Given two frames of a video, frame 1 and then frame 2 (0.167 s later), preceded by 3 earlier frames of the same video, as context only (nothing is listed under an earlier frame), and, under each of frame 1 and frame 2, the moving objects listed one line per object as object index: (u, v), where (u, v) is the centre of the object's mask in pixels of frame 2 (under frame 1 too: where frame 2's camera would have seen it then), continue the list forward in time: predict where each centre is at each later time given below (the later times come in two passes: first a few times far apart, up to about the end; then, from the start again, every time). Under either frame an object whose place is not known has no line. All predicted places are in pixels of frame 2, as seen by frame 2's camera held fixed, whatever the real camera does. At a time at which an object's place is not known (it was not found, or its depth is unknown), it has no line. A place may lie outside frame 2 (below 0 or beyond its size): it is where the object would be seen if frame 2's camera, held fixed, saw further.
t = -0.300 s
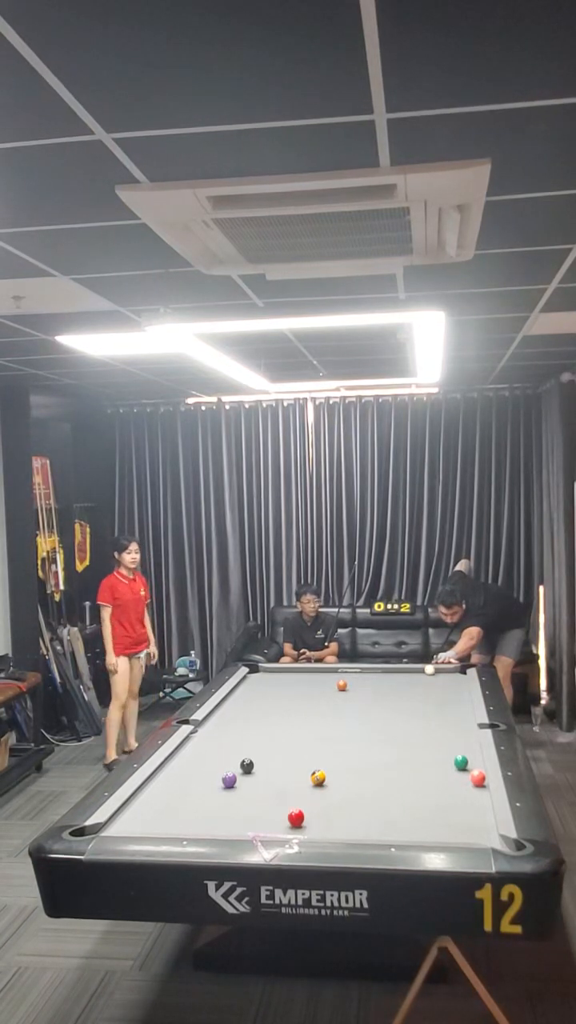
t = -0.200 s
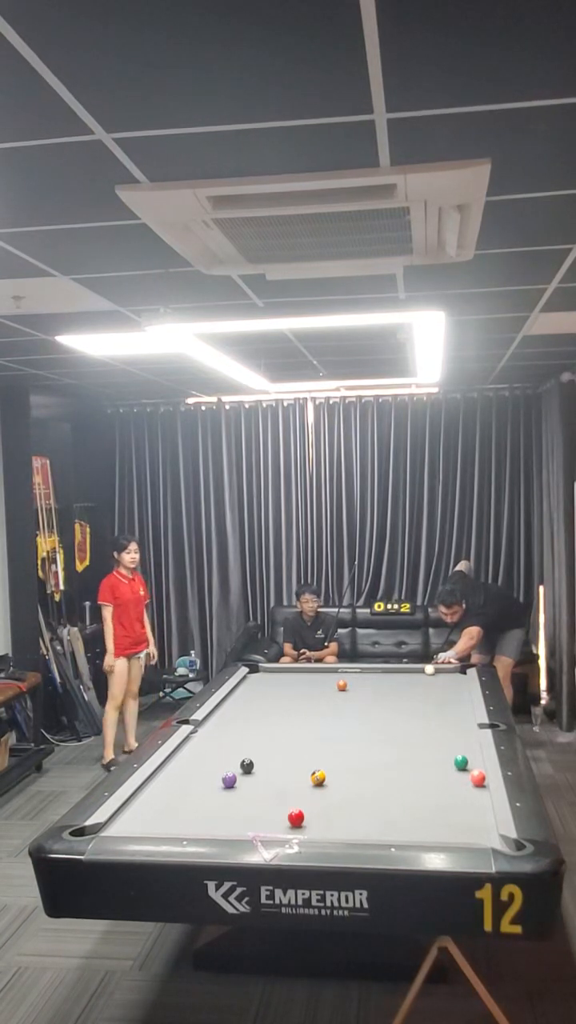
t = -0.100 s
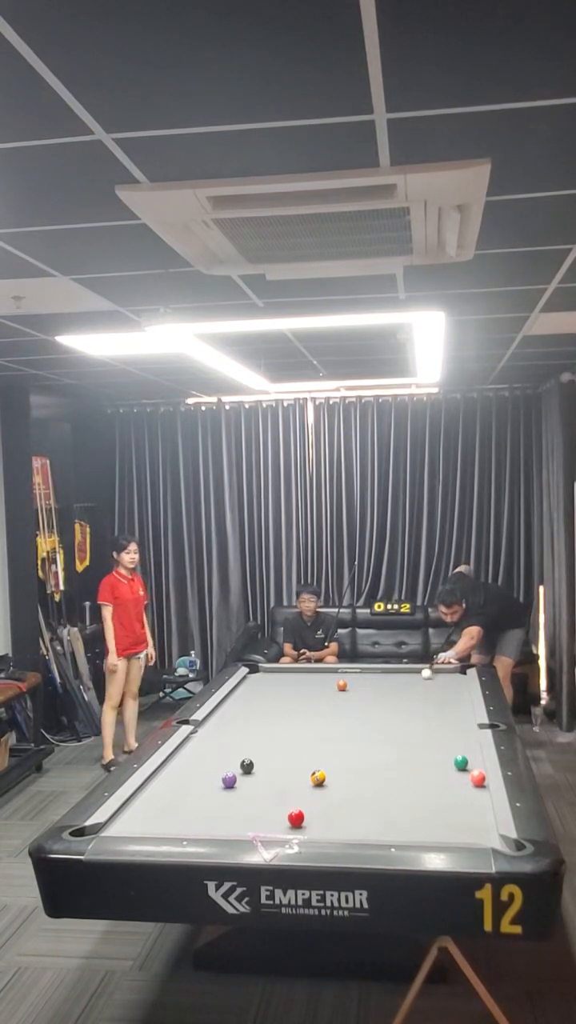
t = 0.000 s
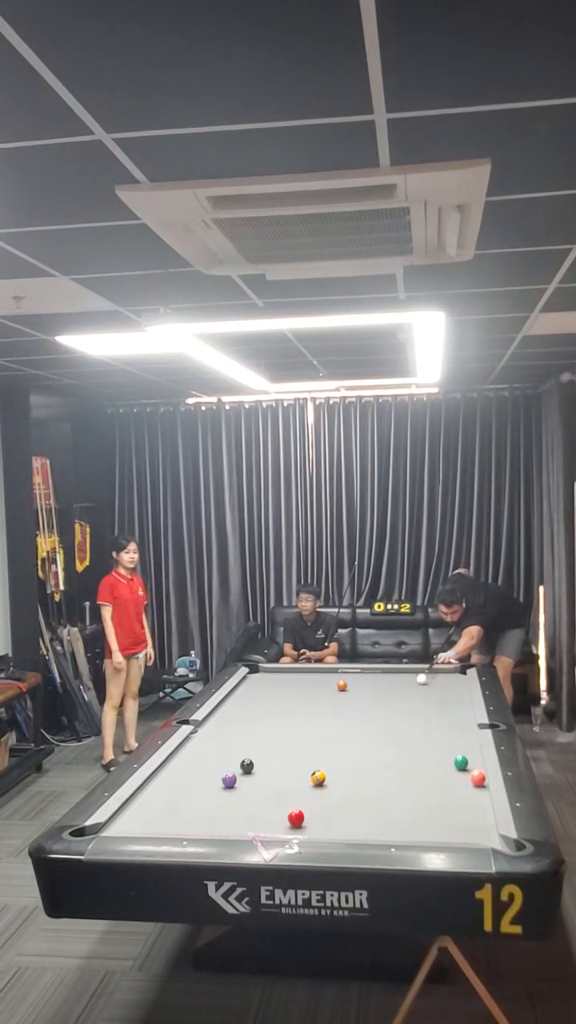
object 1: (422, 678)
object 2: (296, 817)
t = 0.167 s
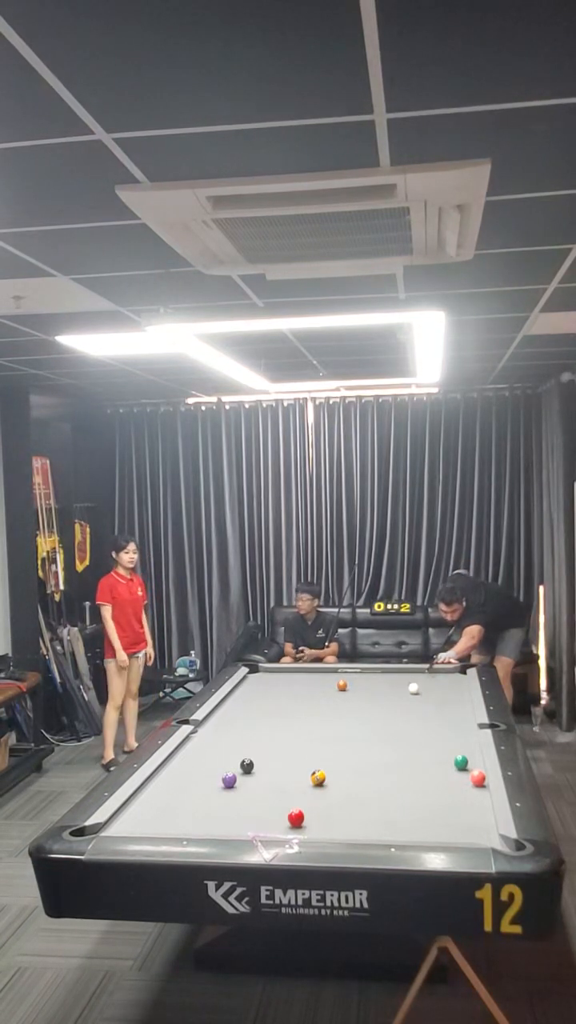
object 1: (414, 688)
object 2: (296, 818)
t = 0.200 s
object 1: (412, 690)
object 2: (296, 818)
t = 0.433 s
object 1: (399, 705)
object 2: (296, 817)
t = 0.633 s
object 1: (387, 719)
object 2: (296, 817)
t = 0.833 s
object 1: (373, 735)
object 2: (296, 818)
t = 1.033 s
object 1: (358, 753)
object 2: (296, 818)
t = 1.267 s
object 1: (339, 777)
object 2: (296, 818)
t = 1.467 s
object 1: (319, 801)
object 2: (296, 818)
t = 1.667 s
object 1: (319, 820)
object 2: (273, 825)
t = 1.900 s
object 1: (335, 833)
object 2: (242, 829)
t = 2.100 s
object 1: (348, 829)
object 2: (231, 825)
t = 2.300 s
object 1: (360, 824)
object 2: (222, 819)
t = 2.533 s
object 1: (374, 816)
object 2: (211, 814)
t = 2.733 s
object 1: (384, 810)
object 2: (203, 808)
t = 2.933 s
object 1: (393, 805)
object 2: (195, 804)
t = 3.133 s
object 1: (402, 800)
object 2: (188, 800)
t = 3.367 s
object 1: (411, 795)
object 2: (181, 795)
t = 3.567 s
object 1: (418, 791)
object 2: (175, 792)
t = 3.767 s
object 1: (425, 787)
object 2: (170, 789)
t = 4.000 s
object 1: (432, 783)
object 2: (164, 786)
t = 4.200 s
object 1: (437, 781)
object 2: (160, 784)
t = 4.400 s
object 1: (442, 778)
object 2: (156, 782)
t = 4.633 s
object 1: (447, 775)
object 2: (153, 780)
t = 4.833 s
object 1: (450, 774)
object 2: (155, 779)
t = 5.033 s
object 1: (453, 772)
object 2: (156, 779)
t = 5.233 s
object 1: (456, 771)
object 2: (158, 779)
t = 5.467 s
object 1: (459, 770)
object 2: (159, 779)
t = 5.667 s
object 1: (460, 769)
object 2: (159, 779)
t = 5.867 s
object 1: (462, 768)
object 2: (159, 779)
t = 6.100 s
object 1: (463, 767)
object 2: (159, 779)
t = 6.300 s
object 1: (463, 767)
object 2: (159, 779)
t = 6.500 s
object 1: (463, 767)
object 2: (159, 779)
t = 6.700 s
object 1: (463, 767)
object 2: (159, 779)
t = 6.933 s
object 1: (463, 767)
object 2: (159, 779)
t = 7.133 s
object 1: (463, 767)
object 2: (159, 779)
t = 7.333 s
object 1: (463, 767)
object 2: (159, 779)
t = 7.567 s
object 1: (463, 767)
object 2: (159, 779)
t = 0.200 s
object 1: (412, 690)
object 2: (296, 818)
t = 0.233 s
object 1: (410, 692)
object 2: (296, 818)
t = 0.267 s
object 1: (408, 694)
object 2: (296, 818)
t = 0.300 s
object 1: (406, 696)
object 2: (296, 818)
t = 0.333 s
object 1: (405, 698)
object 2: (296, 817)
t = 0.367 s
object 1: (403, 701)
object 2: (296, 817)
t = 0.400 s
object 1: (401, 703)
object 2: (296, 817)
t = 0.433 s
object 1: (399, 705)
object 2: (296, 817)
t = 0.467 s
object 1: (397, 707)
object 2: (296, 818)
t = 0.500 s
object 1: (395, 710)
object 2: (296, 818)
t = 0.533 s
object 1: (393, 712)
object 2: (296, 818)
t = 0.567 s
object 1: (391, 714)
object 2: (296, 817)
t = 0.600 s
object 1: (389, 717)
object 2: (296, 817)
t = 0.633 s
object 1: (387, 719)
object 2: (296, 817)
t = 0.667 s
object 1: (385, 722)
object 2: (296, 817)
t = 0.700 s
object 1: (382, 725)
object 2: (296, 817)
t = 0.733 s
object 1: (380, 727)
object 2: (296, 817)
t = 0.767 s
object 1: (378, 730)
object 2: (296, 817)
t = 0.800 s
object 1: (376, 733)
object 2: (296, 818)
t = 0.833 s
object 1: (373, 735)
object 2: (296, 818)
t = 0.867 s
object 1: (371, 738)
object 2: (296, 817)
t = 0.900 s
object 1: (369, 741)
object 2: (296, 817)
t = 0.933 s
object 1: (366, 744)
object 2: (296, 817)
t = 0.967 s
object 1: (364, 747)
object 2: (296, 817)
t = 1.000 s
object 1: (361, 750)
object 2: (296, 817)
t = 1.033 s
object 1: (358, 753)
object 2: (296, 818)
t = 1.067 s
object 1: (356, 757)
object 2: (296, 817)
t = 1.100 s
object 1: (353, 760)
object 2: (296, 817)
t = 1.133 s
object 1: (350, 763)
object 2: (296, 818)
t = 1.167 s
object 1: (347, 766)
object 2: (296, 818)
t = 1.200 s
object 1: (345, 770)
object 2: (296, 818)
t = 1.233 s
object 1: (341, 774)
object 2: (296, 818)
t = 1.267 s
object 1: (339, 777)
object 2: (296, 818)
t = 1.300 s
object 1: (335, 781)
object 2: (296, 818)
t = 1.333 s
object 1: (332, 785)
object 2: (296, 818)
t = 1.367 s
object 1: (329, 789)
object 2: (296, 818)
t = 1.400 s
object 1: (326, 793)
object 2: (296, 818)
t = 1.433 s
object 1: (322, 797)
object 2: (296, 818)
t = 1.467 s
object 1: (319, 801)
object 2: (296, 818)
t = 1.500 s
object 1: (315, 806)
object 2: (296, 818)
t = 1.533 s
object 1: (312, 810)
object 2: (296, 818)
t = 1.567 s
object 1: (310, 814)
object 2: (293, 819)
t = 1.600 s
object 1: (313, 816)
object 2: (286, 821)
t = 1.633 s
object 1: (317, 818)
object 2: (279, 824)
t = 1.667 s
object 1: (319, 820)
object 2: (273, 825)
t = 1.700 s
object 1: (321, 823)
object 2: (266, 826)
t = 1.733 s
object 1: (324, 825)
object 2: (261, 827)
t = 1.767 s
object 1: (326, 827)
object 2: (256, 828)
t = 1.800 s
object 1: (328, 829)
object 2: (250, 830)
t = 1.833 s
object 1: (330, 830)
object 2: (246, 830)
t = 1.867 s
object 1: (333, 832)
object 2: (244, 830)
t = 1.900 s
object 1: (335, 833)
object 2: (242, 829)
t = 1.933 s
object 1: (337, 833)
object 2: (240, 829)
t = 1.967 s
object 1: (340, 832)
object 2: (239, 828)
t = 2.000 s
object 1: (342, 831)
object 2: (237, 827)
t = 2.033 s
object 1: (344, 831)
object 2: (235, 827)
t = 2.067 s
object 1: (346, 830)
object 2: (233, 826)
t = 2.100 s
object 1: (348, 829)
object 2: (231, 825)
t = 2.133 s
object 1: (350, 829)
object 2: (230, 824)
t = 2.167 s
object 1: (353, 828)
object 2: (228, 824)
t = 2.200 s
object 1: (354, 827)
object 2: (226, 823)
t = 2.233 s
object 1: (357, 826)
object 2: (225, 822)
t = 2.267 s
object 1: (359, 825)
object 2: (223, 821)
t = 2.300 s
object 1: (360, 824)
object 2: (222, 819)
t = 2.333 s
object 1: (362, 823)
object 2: (220, 819)
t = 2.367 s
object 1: (364, 821)
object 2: (219, 817)
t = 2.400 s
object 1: (366, 820)
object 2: (217, 817)
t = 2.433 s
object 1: (368, 819)
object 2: (215, 816)
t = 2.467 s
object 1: (370, 818)
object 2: (214, 815)
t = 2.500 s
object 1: (372, 817)
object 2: (212, 814)
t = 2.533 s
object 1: (374, 816)
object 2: (211, 814)
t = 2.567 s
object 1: (375, 815)
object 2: (210, 812)
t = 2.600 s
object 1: (377, 814)
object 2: (208, 812)
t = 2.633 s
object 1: (379, 813)
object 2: (207, 811)
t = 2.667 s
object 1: (381, 812)
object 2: (205, 810)
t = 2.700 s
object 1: (382, 811)
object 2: (204, 809)
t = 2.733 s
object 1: (384, 810)
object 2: (203, 808)
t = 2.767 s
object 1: (385, 809)
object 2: (202, 807)
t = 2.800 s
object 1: (387, 808)
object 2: (200, 807)
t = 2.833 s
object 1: (388, 807)
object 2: (199, 806)
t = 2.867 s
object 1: (390, 806)
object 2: (197, 805)
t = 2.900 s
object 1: (391, 806)
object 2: (196, 804)
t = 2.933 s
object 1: (393, 805)
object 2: (195, 804)
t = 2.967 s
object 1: (395, 804)
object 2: (194, 803)
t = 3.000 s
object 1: (396, 803)
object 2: (193, 802)
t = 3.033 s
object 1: (398, 802)
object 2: (191, 802)
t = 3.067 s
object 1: (399, 801)
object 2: (190, 801)
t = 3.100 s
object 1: (400, 801)
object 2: (189, 801)
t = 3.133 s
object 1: (402, 800)
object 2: (188, 800)
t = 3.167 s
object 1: (403, 799)
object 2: (187, 799)
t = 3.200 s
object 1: (405, 798)
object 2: (186, 798)
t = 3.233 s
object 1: (406, 798)
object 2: (185, 798)
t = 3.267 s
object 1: (407, 797)
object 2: (184, 797)
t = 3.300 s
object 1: (408, 796)
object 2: (183, 797)
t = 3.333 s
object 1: (410, 795)
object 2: (182, 796)
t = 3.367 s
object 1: (411, 795)
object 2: (181, 795)
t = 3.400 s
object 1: (412, 794)
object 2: (180, 795)
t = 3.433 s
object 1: (414, 793)
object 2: (179, 794)
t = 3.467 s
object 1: (415, 792)
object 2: (178, 794)
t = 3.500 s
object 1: (416, 792)
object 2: (177, 793)
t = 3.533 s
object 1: (417, 791)
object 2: (176, 793)
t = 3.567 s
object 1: (418, 791)
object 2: (175, 792)
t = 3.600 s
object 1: (419, 790)
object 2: (174, 792)
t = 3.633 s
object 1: (420, 790)
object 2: (173, 791)
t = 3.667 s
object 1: (422, 789)
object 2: (172, 791)
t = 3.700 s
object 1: (423, 788)
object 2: (171, 790)
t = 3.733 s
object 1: (424, 787)
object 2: (170, 790)
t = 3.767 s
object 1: (425, 787)
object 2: (170, 789)
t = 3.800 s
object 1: (426, 787)
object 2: (169, 789)
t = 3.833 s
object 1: (427, 786)
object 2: (168, 789)
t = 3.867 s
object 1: (428, 785)
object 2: (167, 788)
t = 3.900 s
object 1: (429, 785)
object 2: (166, 788)
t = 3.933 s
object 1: (430, 784)
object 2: (166, 787)
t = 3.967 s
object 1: (431, 784)
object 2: (165, 787)
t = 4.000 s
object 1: (432, 783)
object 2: (164, 786)
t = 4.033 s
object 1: (433, 783)
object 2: (163, 786)
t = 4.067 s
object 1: (433, 782)
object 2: (162, 786)
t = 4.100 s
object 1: (434, 782)
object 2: (162, 785)
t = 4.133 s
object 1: (436, 781)
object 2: (161, 784)
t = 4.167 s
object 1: (436, 781)
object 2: (161, 784)
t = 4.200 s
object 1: (437, 781)
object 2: (160, 784)
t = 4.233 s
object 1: (438, 780)
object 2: (159, 783)
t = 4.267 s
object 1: (439, 780)
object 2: (158, 783)
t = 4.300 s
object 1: (439, 779)
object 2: (158, 783)
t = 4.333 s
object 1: (440, 779)
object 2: (157, 782)
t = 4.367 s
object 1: (441, 779)
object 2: (156, 782)
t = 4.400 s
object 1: (442, 778)
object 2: (156, 782)
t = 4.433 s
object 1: (442, 778)
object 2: (155, 782)
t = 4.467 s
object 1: (443, 777)
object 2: (155, 782)
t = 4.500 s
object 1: (444, 777)
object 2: (154, 781)
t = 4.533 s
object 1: (445, 777)
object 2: (153, 781)
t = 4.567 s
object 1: (445, 776)
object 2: (153, 781)
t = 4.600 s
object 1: (446, 776)
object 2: (152, 780)
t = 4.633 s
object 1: (447, 775)
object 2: (153, 780)
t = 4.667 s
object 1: (447, 775)
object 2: (153, 780)
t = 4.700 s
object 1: (448, 775)
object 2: (153, 780)
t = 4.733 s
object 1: (448, 775)
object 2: (154, 780)
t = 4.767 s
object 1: (449, 774)
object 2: (154, 780)
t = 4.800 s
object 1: (449, 774)
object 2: (154, 780)
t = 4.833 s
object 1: (450, 774)
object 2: (155, 779)
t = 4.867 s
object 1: (451, 773)
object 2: (155, 779)
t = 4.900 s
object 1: (451, 773)
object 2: (155, 779)
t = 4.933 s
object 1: (452, 773)
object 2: (156, 779)
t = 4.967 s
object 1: (452, 772)
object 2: (156, 779)
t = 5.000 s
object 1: (453, 772)
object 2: (156, 779)
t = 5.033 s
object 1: (453, 772)
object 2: (156, 779)
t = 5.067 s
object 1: (454, 772)
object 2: (157, 779)
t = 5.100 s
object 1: (454, 771)
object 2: (157, 779)
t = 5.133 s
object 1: (455, 771)
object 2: (158, 779)
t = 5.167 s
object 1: (455, 771)
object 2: (158, 779)
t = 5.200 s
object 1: (456, 771)
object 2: (158, 779)
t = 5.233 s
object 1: (456, 771)
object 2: (158, 779)
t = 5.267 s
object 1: (457, 770)
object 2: (158, 779)
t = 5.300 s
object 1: (457, 770)
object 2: (158, 779)
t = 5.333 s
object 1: (458, 770)
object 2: (158, 779)
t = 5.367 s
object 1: (458, 770)
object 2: (158, 779)
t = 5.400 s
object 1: (458, 770)
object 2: (159, 779)
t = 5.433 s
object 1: (458, 770)
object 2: (159, 779)
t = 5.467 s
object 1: (459, 770)
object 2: (159, 779)
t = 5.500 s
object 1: (459, 769)
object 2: (159, 779)
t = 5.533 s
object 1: (460, 769)
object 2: (159, 779)
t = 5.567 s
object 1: (460, 769)
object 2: (159, 779)
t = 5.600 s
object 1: (460, 769)
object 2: (159, 779)
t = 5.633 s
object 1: (460, 769)
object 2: (159, 779)
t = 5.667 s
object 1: (460, 769)
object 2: (159, 779)
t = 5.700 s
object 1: (461, 769)
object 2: (159, 779)
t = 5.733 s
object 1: (461, 768)
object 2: (159, 779)
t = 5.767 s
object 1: (461, 768)
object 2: (159, 779)
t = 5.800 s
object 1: (461, 768)
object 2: (159, 779)
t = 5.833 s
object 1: (462, 768)
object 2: (159, 779)
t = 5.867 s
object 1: (462, 768)
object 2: (159, 779)
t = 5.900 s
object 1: (462, 768)
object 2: (159, 779)
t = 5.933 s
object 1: (462, 768)
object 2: (159, 779)
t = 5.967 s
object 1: (462, 767)
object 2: (159, 779)
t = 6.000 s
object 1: (463, 767)
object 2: (159, 779)
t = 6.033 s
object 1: (462, 767)
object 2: (159, 779)
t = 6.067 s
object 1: (463, 767)
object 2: (159, 779)
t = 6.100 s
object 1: (463, 767)
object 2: (159, 779)
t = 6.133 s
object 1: (463, 767)
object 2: (159, 779)
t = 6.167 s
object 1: (463, 767)
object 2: (159, 779)
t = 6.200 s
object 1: (463, 767)
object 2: (159, 779)
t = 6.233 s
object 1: (463, 767)
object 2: (159, 779)
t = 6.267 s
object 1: (463, 767)
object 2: (159, 779)
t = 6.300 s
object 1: (463, 767)
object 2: (159, 779)
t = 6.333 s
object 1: (463, 767)
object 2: (159, 779)
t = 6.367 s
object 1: (463, 767)
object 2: (159, 779)
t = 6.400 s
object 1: (463, 767)
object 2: (159, 779)
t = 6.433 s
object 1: (463, 767)
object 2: (159, 779)
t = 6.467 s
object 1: (463, 767)
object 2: (159, 779)
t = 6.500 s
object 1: (463, 767)
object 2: (159, 779)
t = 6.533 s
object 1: (463, 767)
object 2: (159, 779)
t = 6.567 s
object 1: (463, 767)
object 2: (159, 779)
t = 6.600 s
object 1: (463, 767)
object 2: (159, 779)
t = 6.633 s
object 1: (463, 767)
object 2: (159, 779)
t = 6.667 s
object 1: (463, 767)
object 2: (159, 779)
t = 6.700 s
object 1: (463, 767)
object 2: (159, 779)
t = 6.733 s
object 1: (463, 767)
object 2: (159, 779)
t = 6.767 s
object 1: (463, 767)
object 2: (159, 779)
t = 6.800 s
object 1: (463, 767)
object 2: (159, 779)
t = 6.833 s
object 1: (463, 767)
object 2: (159, 779)
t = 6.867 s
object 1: (463, 767)
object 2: (159, 779)
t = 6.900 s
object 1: (463, 767)
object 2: (159, 779)
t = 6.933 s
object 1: (463, 767)
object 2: (159, 779)
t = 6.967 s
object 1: (463, 767)
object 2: (159, 779)
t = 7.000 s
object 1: (463, 767)
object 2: (159, 779)
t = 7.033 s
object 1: (463, 767)
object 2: (159, 779)
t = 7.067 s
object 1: (463, 767)
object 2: (159, 779)
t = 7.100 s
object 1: (463, 767)
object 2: (159, 779)
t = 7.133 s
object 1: (463, 767)
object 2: (159, 779)
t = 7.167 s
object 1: (463, 767)
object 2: (159, 779)
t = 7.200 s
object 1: (463, 767)
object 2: (159, 779)
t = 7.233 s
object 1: (463, 767)
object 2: (159, 779)
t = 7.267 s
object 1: (463, 767)
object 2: (159, 779)
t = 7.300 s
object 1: (463, 767)
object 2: (159, 779)
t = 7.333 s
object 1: (463, 767)
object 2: (159, 779)
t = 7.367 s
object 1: (463, 767)
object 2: (159, 779)
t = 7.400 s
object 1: (463, 767)
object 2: (159, 779)
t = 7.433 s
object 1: (463, 767)
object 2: (159, 779)
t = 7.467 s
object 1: (463, 767)
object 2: (159, 779)
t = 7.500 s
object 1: (463, 767)
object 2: (159, 779)
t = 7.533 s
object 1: (463, 767)
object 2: (159, 779)
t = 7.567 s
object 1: (463, 767)
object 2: (159, 779)
